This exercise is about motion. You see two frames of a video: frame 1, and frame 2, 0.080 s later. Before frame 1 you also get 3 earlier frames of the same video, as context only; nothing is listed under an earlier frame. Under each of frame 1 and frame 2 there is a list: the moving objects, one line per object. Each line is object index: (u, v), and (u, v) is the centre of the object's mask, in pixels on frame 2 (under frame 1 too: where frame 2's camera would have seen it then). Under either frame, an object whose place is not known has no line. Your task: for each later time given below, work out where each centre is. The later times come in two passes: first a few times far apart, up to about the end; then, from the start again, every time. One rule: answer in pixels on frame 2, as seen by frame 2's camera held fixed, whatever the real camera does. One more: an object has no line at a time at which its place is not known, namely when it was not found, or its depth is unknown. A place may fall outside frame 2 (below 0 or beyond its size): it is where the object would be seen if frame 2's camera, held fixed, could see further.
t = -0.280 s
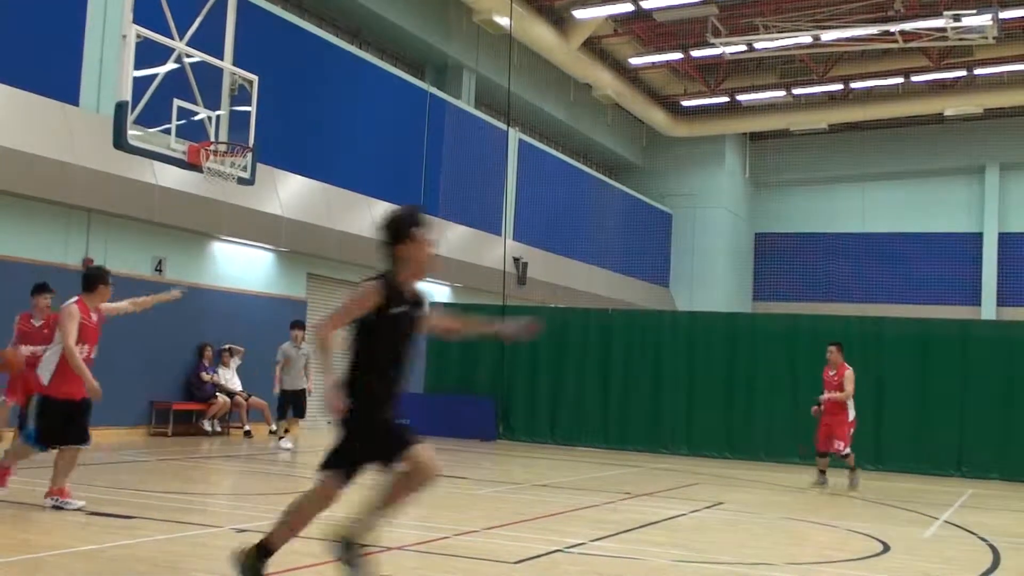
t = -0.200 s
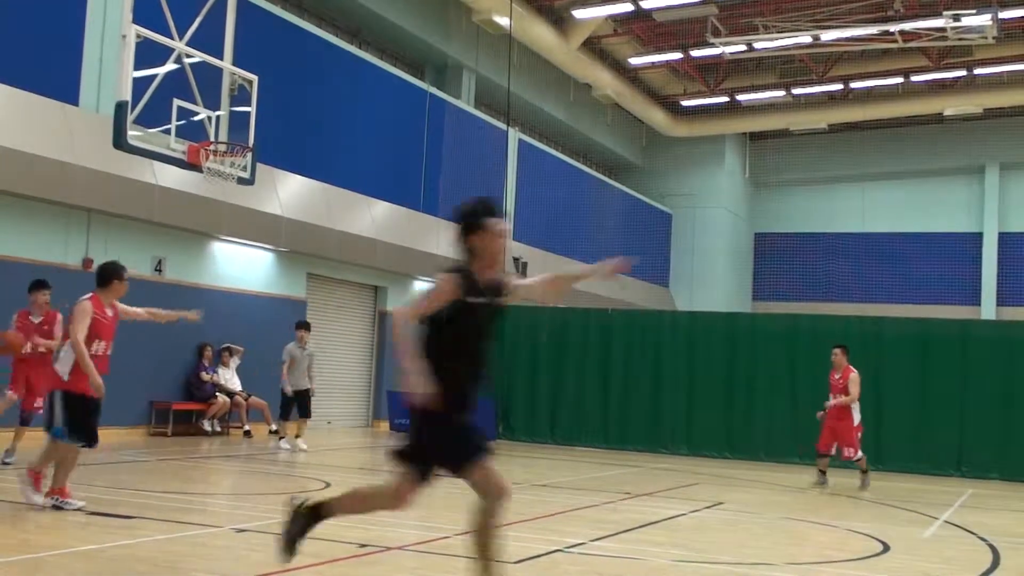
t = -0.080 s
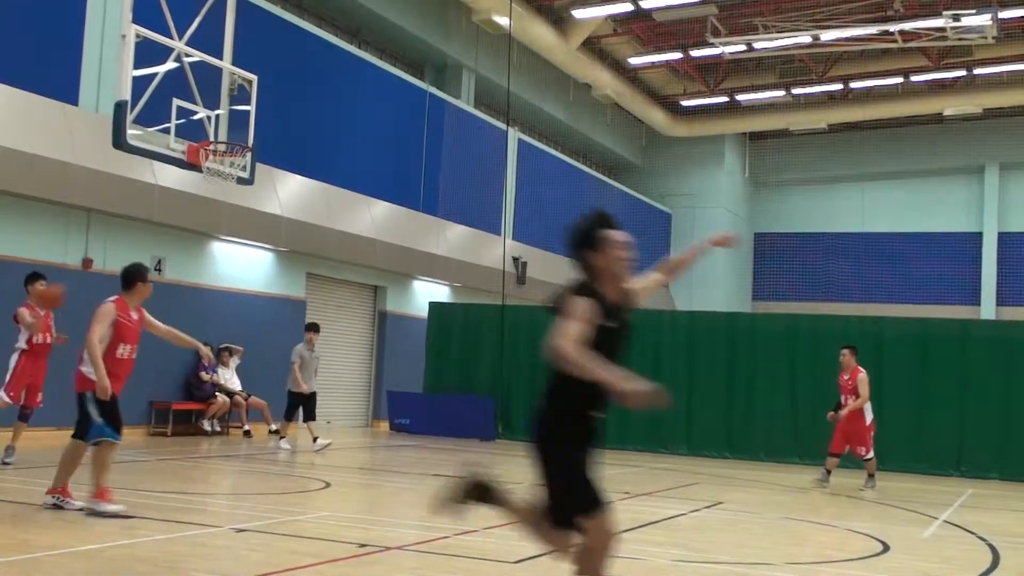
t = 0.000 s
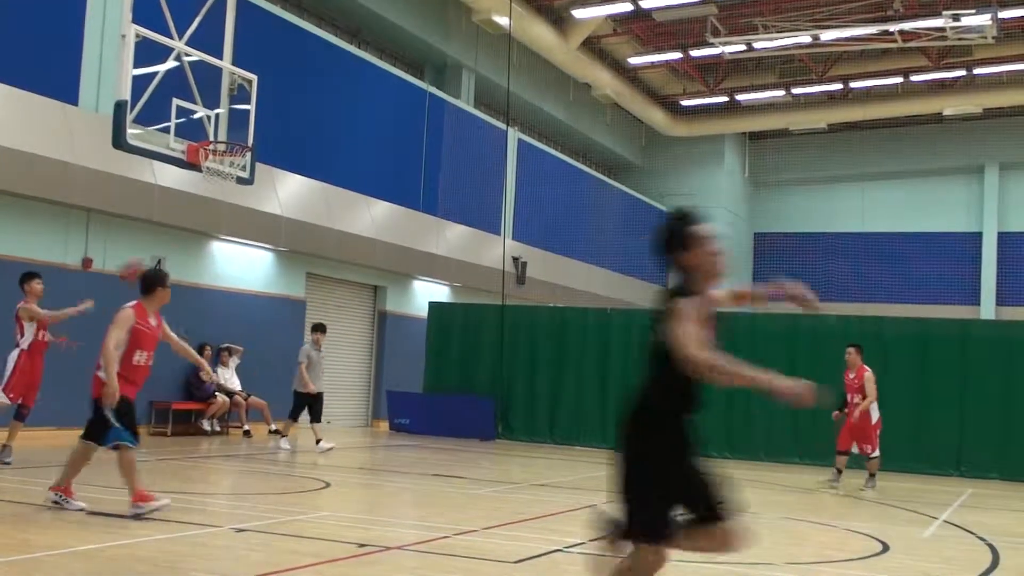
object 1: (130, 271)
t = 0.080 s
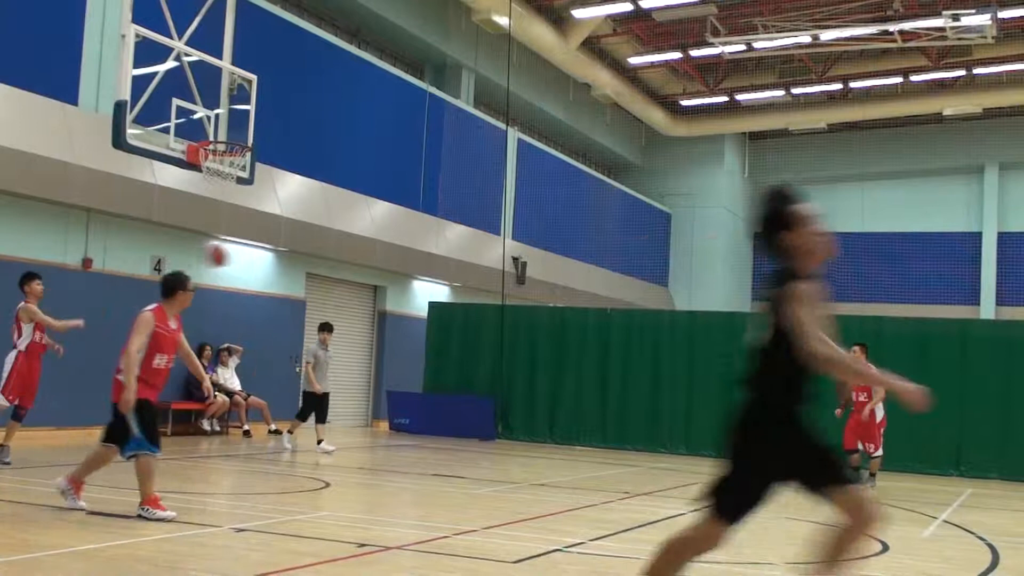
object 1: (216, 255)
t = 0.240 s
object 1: (372, 242)
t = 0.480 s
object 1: (586, 259)
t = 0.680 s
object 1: (748, 316)
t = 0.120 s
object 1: (259, 249)
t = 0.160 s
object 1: (298, 242)
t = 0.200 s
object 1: (336, 242)
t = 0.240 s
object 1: (372, 242)
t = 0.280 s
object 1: (411, 241)
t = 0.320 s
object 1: (447, 242)
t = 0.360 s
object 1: (483, 245)
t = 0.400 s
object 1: (519, 249)
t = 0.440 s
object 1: (553, 252)
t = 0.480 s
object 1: (586, 259)
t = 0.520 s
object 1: (619, 268)
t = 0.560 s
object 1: (652, 278)
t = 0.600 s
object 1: (684, 289)
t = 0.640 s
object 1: (714, 300)
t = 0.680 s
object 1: (748, 316)
